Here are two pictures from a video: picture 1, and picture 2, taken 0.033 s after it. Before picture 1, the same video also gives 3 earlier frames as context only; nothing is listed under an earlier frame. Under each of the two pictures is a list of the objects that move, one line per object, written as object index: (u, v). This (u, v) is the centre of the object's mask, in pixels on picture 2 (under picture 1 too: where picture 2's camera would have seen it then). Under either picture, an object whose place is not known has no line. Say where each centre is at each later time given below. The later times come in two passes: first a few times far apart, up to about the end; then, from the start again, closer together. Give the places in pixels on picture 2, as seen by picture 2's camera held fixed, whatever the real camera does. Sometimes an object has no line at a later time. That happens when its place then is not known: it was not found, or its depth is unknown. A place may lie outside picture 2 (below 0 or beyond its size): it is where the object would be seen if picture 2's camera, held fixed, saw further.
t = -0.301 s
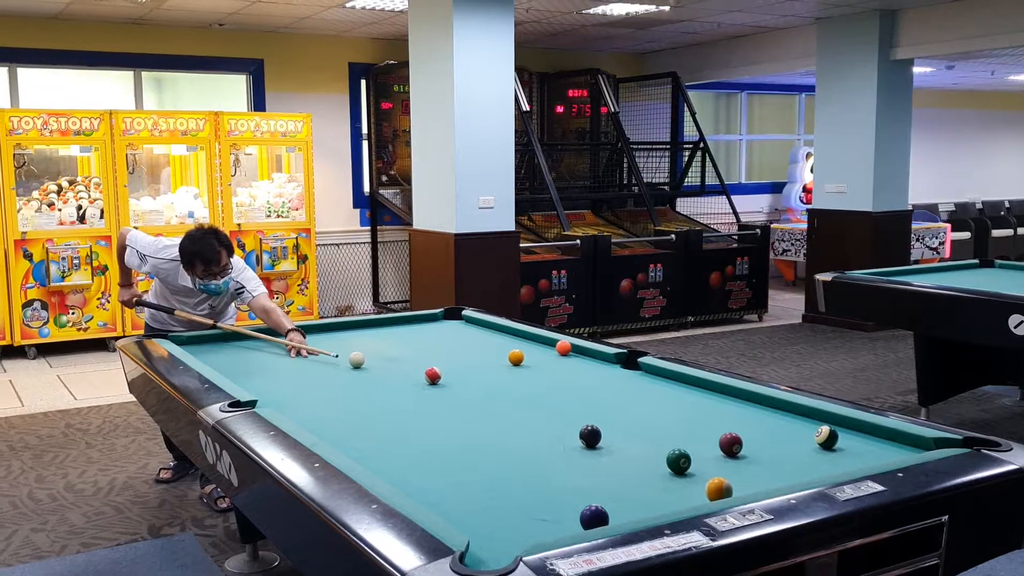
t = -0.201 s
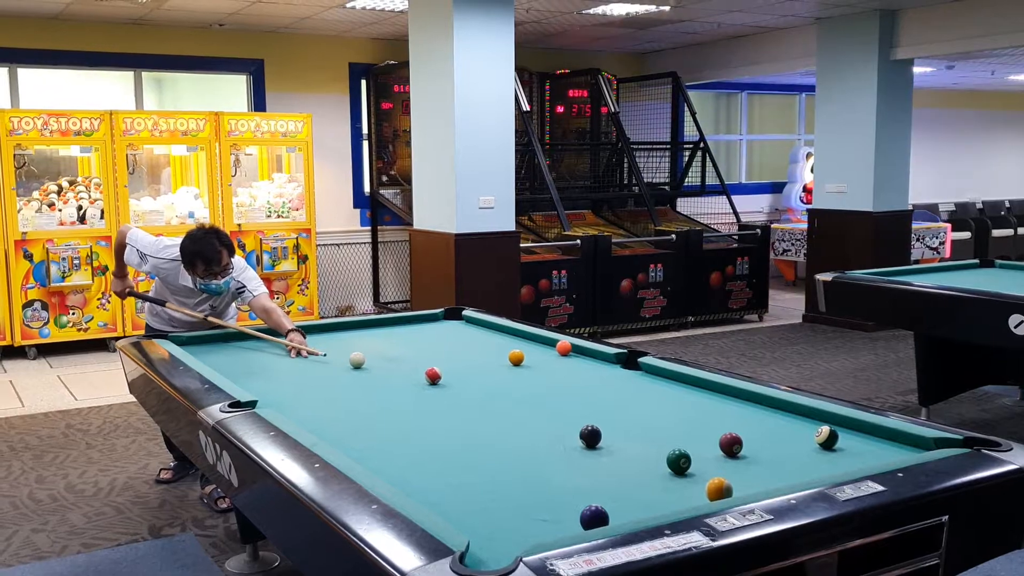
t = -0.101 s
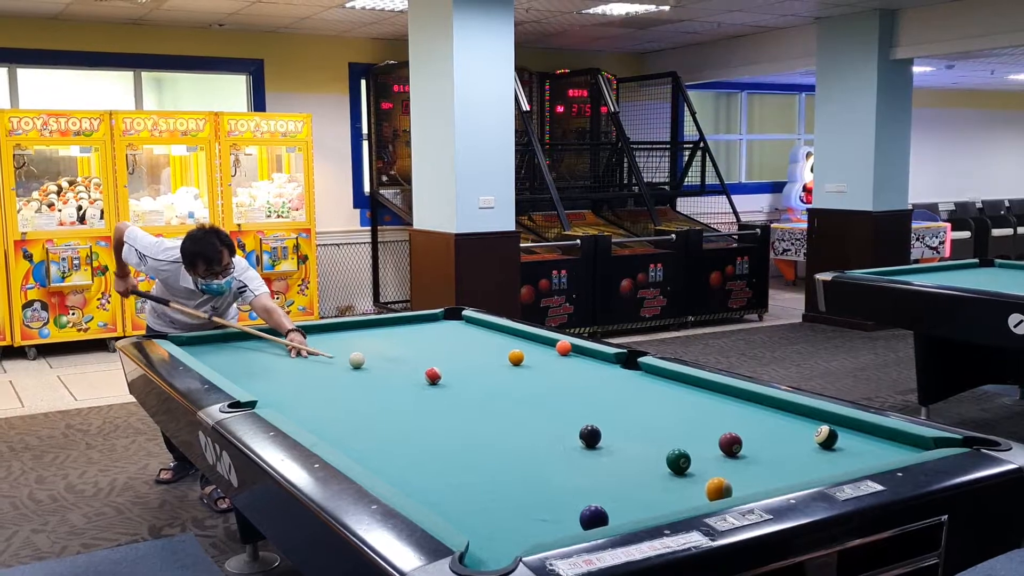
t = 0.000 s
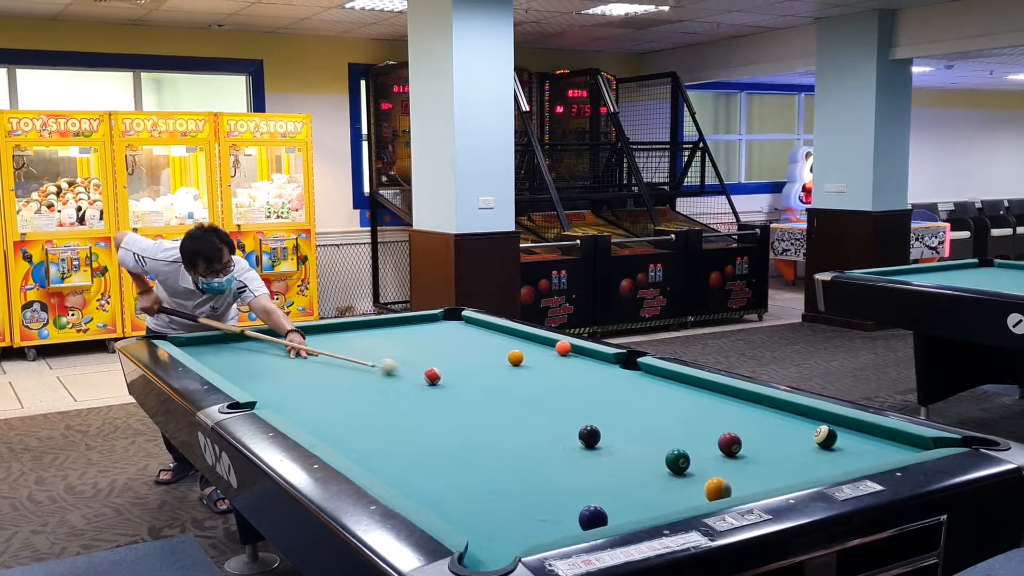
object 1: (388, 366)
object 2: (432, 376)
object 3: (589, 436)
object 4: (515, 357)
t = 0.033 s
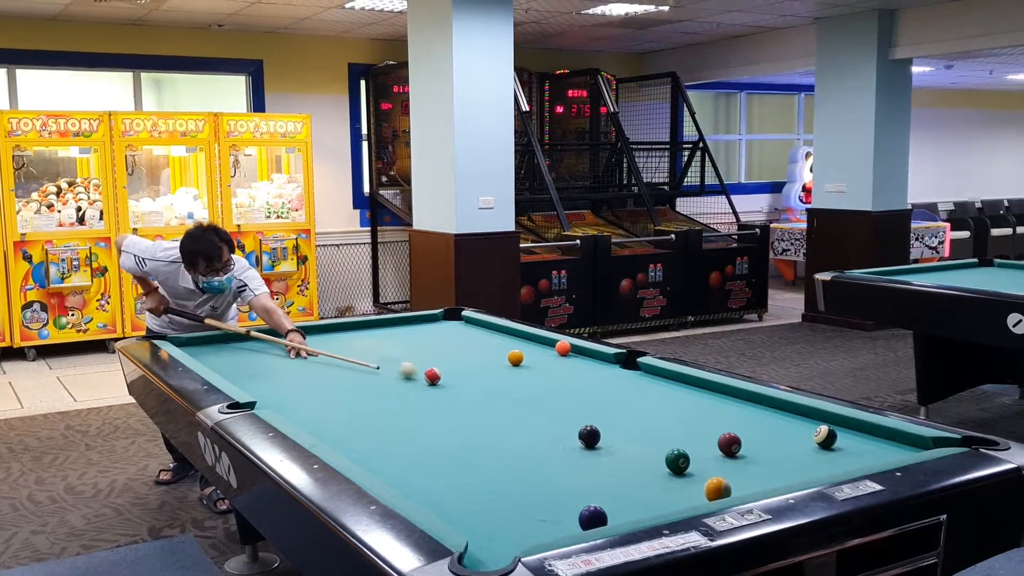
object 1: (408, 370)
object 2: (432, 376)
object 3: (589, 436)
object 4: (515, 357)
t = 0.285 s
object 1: (447, 369)
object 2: (520, 405)
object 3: (589, 436)
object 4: (516, 357)
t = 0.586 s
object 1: (472, 364)
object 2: (667, 441)
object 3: (579, 443)
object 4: (516, 357)
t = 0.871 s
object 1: (494, 361)
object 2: (827, 467)
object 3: (557, 460)
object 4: (516, 357)
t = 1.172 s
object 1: (502, 358)
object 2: (777, 442)
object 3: (531, 478)
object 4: (525, 356)
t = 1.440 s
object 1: (503, 356)
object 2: (739, 421)
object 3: (507, 495)
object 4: (537, 356)
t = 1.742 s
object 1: (505, 355)
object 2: (704, 401)
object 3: (479, 514)
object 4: (548, 355)
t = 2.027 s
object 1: (506, 355)
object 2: (676, 385)
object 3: (466, 526)
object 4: (557, 354)
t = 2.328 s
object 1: (508, 354)
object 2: (653, 371)
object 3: (493, 529)
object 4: (564, 353)
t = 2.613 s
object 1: (508, 354)
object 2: (620, 364)
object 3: (515, 529)
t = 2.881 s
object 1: (508, 354)
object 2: (591, 359)
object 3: (532, 528)
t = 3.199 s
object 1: (508, 354)
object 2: (561, 355)
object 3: (547, 526)
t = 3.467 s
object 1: (508, 354)
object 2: (539, 354)
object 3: (555, 525)
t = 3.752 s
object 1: (505, 354)
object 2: (520, 353)
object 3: (560, 524)
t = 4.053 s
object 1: (497, 354)
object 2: (514, 351)
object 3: (561, 524)
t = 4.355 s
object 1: (492, 355)
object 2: (508, 349)
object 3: (561, 524)
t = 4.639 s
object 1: (490, 355)
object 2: (505, 348)
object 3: (561, 524)
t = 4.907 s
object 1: (490, 355)
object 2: (504, 348)
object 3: (561, 524)
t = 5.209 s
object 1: (490, 355)
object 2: (504, 348)
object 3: (562, 524)
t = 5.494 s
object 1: (491, 355)
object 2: (504, 348)
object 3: (562, 524)
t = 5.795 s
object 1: (492, 355)
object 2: (505, 348)
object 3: (562, 524)
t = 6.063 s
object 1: (491, 355)
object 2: (505, 348)
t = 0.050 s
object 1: (417, 372)
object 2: (433, 376)
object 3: (589, 436)
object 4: (516, 357)
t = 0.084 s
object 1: (426, 373)
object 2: (442, 379)
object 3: (589, 436)
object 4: (516, 357)
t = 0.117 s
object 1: (431, 372)
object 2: (455, 384)
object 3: (589, 436)
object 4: (515, 357)
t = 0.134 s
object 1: (432, 372)
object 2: (462, 386)
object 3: (589, 436)
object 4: (516, 357)
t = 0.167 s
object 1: (436, 371)
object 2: (475, 390)
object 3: (589, 436)
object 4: (516, 357)
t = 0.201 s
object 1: (439, 371)
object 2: (488, 394)
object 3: (589, 436)
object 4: (516, 357)
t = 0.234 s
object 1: (442, 370)
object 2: (501, 399)
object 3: (589, 436)
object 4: (516, 357)
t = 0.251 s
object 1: (444, 370)
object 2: (507, 401)
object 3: (589, 436)
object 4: (516, 357)
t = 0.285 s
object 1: (447, 369)
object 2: (520, 405)
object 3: (589, 436)
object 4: (516, 357)
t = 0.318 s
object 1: (450, 369)
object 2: (533, 409)
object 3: (589, 436)
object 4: (516, 357)
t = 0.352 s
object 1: (453, 368)
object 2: (547, 414)
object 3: (589, 436)
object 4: (516, 357)
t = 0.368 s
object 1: (454, 368)
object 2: (554, 416)
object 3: (589, 436)
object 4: (516, 357)
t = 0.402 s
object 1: (457, 367)
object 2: (568, 421)
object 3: (589, 436)
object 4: (516, 357)
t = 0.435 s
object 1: (460, 367)
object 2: (582, 422)
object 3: (589, 436)
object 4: (516, 357)
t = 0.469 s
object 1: (463, 366)
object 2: (602, 429)
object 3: (589, 436)
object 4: (516, 357)
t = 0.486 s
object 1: (464, 366)
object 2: (608, 432)
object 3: (587, 437)
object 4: (516, 357)
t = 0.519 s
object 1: (467, 365)
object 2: (628, 436)
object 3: (584, 439)
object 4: (516, 357)
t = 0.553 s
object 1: (470, 365)
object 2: (648, 439)
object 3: (582, 441)
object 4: (516, 357)
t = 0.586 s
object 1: (472, 364)
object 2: (667, 441)
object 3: (579, 443)
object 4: (516, 357)
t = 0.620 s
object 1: (475, 364)
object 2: (689, 447)
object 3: (576, 445)
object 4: (516, 357)
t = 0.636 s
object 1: (476, 364)
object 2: (699, 449)
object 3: (575, 446)
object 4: (516, 357)
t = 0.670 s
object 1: (479, 363)
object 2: (721, 453)
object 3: (573, 448)
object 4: (516, 357)
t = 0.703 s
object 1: (482, 363)
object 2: (740, 456)
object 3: (570, 450)
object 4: (516, 357)
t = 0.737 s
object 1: (484, 362)
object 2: (764, 462)
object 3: (567, 452)
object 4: (516, 357)
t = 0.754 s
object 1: (485, 362)
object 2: (775, 463)
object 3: (566, 453)
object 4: (516, 357)
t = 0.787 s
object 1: (488, 361)
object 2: (798, 468)
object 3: (563, 454)
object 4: (516, 357)
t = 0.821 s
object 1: (490, 361)
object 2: (822, 468)
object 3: (561, 457)
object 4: (516, 357)
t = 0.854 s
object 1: (493, 361)
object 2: (831, 467)
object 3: (558, 458)
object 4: (516, 357)
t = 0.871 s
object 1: (494, 361)
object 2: (827, 467)
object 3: (557, 460)
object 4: (516, 357)
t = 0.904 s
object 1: (496, 360)
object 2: (822, 465)
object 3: (554, 462)
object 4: (516, 357)
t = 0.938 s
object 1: (499, 359)
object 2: (816, 463)
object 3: (551, 464)
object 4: (516, 357)
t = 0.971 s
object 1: (501, 359)
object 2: (810, 460)
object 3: (548, 465)
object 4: (516, 357)
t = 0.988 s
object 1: (501, 359)
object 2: (807, 459)
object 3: (547, 466)
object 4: (517, 357)
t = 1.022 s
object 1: (501, 359)
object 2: (801, 456)
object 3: (544, 469)
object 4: (518, 357)
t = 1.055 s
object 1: (502, 358)
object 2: (795, 452)
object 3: (541, 471)
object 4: (520, 357)
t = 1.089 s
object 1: (502, 358)
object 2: (790, 449)
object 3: (538, 473)
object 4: (522, 357)
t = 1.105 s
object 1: (502, 358)
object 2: (787, 448)
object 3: (537, 474)
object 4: (522, 357)
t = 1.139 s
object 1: (502, 358)
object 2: (782, 444)
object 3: (534, 476)
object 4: (524, 356)
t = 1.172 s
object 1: (502, 358)
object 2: (777, 442)
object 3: (531, 478)
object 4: (525, 356)
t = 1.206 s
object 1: (503, 358)
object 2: (771, 439)
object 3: (528, 480)
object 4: (527, 356)
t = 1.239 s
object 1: (503, 357)
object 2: (767, 436)
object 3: (525, 482)
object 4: (528, 356)
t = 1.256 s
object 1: (503, 357)
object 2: (764, 435)
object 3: (524, 483)
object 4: (529, 356)
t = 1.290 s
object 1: (503, 357)
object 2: (759, 432)
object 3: (521, 485)
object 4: (531, 356)
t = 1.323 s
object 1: (503, 357)
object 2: (755, 429)
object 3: (518, 487)
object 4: (532, 356)
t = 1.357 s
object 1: (503, 357)
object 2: (750, 427)
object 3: (515, 489)
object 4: (534, 356)
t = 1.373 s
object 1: (503, 357)
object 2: (748, 426)
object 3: (513, 490)
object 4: (534, 356)
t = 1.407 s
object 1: (503, 356)
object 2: (743, 423)
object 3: (510, 492)
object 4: (536, 356)
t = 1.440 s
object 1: (503, 356)
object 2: (739, 421)
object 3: (507, 495)
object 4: (537, 356)
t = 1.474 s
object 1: (504, 356)
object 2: (734, 418)
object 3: (504, 496)
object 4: (538, 355)
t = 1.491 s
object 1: (504, 356)
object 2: (732, 417)
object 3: (503, 497)
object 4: (539, 355)
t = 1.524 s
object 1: (504, 356)
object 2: (728, 415)
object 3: (499, 500)
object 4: (540, 355)
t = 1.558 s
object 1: (504, 356)
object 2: (725, 413)
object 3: (496, 502)
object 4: (541, 355)
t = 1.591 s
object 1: (504, 356)
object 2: (720, 410)
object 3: (493, 504)
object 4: (543, 355)
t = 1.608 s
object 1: (505, 356)
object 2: (718, 409)
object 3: (492, 505)
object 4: (544, 355)
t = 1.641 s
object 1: (505, 356)
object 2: (715, 407)
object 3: (488, 508)
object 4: (545, 355)
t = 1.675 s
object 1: (505, 355)
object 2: (711, 405)
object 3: (485, 510)
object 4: (546, 355)
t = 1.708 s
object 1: (505, 355)
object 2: (707, 403)
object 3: (482, 512)
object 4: (547, 355)
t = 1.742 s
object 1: (505, 355)
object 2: (704, 401)
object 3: (479, 514)
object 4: (548, 355)
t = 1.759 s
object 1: (505, 355)
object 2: (702, 400)
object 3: (477, 515)
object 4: (549, 354)
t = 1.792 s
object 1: (505, 355)
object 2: (699, 398)
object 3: (474, 518)
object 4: (550, 355)
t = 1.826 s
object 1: (506, 355)
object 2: (695, 396)
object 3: (471, 520)
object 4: (551, 355)
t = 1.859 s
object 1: (506, 355)
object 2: (692, 394)
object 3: (468, 522)
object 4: (552, 354)
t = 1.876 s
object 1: (506, 355)
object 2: (691, 393)
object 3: (466, 522)
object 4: (553, 354)
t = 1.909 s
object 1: (506, 355)
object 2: (687, 391)
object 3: (464, 523)
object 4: (554, 354)
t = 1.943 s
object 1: (506, 355)
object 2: (684, 389)
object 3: (462, 524)
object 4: (555, 354)
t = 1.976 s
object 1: (506, 355)
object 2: (681, 388)
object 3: (461, 524)
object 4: (556, 354)
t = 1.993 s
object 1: (506, 355)
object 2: (680, 387)
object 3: (463, 525)
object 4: (556, 354)
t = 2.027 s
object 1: (506, 355)
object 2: (676, 385)
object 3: (466, 526)
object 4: (557, 354)
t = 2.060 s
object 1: (506, 354)
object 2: (674, 383)
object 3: (469, 526)
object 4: (558, 354)
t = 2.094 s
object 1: (507, 354)
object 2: (671, 382)
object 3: (472, 527)
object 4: (559, 354)
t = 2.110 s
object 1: (507, 354)
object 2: (669, 381)
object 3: (473, 528)
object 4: (559, 354)
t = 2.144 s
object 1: (507, 354)
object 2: (666, 379)
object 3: (476, 528)
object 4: (560, 354)
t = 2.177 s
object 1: (507, 354)
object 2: (664, 378)
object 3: (479, 529)
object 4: (561, 354)
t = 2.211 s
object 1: (507, 354)
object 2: (661, 376)
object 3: (482, 529)
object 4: (562, 354)
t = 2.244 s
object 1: (507, 354)
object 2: (659, 375)
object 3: (485, 529)
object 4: (563, 353)
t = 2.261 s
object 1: (507, 354)
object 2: (657, 374)
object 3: (487, 529)
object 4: (563, 354)
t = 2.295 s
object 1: (508, 354)
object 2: (655, 373)
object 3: (490, 529)
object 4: (563, 353)
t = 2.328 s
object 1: (508, 354)
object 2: (653, 371)
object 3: (493, 529)
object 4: (564, 353)
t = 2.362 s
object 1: (508, 354)
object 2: (650, 370)
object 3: (495, 529)
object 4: (565, 353)
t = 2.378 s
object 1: (508, 354)
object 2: (648, 369)
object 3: (497, 529)
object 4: (565, 353)
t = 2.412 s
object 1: (508, 354)
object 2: (643, 369)
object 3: (499, 529)
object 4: (566, 353)
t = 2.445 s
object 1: (508, 354)
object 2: (640, 368)
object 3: (502, 529)
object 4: (566, 353)
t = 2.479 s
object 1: (508, 354)
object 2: (636, 367)
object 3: (505, 529)
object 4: (567, 353)
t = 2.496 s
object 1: (508, 354)
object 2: (634, 367)
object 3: (506, 529)
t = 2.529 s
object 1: (508, 354)
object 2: (630, 366)
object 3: (509, 529)
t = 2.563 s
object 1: (508, 354)
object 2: (626, 365)
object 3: (511, 529)
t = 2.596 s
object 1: (508, 354)
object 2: (622, 365)
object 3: (514, 529)
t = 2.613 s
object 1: (508, 354)
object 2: (620, 364)
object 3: (515, 529)
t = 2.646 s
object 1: (508, 354)
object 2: (616, 364)
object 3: (517, 529)
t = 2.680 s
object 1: (508, 354)
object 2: (612, 363)
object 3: (519, 529)
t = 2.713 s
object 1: (508, 354)
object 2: (609, 362)
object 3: (522, 529)
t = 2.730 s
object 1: (508, 354)
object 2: (607, 362)
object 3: (523, 529)
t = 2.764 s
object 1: (508, 354)
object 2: (603, 361)
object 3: (525, 528)
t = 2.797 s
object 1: (508, 354)
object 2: (600, 361)
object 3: (527, 528)
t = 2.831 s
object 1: (508, 354)
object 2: (596, 360)
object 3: (529, 528)
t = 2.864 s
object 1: (508, 354)
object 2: (593, 359)
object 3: (531, 528)
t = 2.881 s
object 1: (508, 354)
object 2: (591, 359)
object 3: (532, 528)
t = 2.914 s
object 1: (508, 354)
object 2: (588, 359)
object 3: (534, 527)
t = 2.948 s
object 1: (508, 354)
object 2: (584, 358)
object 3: (535, 527)
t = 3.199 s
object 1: (508, 354)
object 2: (561, 355)
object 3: (547, 526)
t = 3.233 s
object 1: (508, 354)
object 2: (558, 355)
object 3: (548, 526)
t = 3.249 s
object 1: (508, 354)
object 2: (556, 355)
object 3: (549, 526)
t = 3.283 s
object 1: (508, 354)
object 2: (553, 356)
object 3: (550, 526)
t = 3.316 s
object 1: (508, 354)
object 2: (551, 355)
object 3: (551, 526)
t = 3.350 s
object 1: (508, 354)
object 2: (548, 355)
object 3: (552, 526)
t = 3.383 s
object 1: (508, 354)
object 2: (545, 354)
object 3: (553, 526)
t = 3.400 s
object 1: (508, 354)
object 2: (544, 354)
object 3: (553, 526)
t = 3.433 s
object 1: (508, 354)
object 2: (541, 354)
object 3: (554, 525)
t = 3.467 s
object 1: (508, 354)
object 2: (539, 354)
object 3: (555, 525)
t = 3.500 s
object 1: (508, 354)
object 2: (536, 354)
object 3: (556, 525)
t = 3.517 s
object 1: (508, 354)
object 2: (535, 354)
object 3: (556, 525)
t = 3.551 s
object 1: (508, 354)
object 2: (532, 353)
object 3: (557, 525)
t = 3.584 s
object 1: (508, 354)
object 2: (529, 353)
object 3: (558, 525)
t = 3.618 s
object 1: (507, 354)
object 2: (527, 353)
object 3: (558, 525)
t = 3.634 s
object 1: (508, 354)
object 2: (526, 353)
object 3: (559, 525)
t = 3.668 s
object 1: (507, 354)
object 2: (523, 353)
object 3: (559, 525)
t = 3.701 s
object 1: (507, 354)
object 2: (522, 353)
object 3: (560, 525)
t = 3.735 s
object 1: (505, 354)
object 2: (521, 353)
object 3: (560, 524)
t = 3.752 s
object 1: (505, 354)
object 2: (520, 353)
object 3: (560, 524)
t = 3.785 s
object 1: (504, 354)
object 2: (520, 352)
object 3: (561, 524)
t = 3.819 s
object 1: (503, 354)
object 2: (519, 352)
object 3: (561, 524)
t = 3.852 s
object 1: (502, 354)
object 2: (518, 352)
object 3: (561, 524)
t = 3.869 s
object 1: (502, 354)
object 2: (518, 352)
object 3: (561, 524)
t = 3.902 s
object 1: (501, 354)
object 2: (517, 352)
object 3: (562, 524)
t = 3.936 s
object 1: (500, 354)
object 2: (516, 351)
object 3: (562, 524)
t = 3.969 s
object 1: (499, 354)
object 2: (515, 351)
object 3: (562, 524)
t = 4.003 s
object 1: (498, 354)
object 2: (515, 351)
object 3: (562, 524)
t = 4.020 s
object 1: (498, 354)
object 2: (514, 351)
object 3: (562, 524)
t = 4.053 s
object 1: (497, 354)
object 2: (514, 351)
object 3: (561, 524)
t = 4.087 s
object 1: (496, 354)
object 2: (513, 351)
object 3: (561, 524)
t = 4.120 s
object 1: (496, 354)
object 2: (512, 350)
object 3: (561, 524)
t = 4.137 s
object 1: (495, 354)
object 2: (512, 350)
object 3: (561, 524)
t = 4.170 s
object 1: (494, 354)
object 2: (511, 350)
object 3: (561, 524)
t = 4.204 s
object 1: (494, 355)
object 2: (511, 350)
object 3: (561, 524)
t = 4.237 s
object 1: (493, 355)
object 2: (510, 350)
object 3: (561, 524)
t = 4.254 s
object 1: (493, 355)
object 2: (510, 350)
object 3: (561, 524)
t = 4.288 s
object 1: (492, 355)
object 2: (510, 350)
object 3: (561, 524)
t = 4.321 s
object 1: (492, 355)
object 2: (509, 350)
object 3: (561, 524)
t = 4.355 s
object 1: (492, 355)
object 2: (508, 349)
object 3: (561, 524)
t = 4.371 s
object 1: (492, 355)
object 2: (508, 349)
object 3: (561, 524)
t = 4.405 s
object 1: (491, 355)
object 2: (508, 349)
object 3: (561, 524)
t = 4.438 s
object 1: (491, 355)
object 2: (507, 349)
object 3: (561, 524)
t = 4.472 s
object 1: (491, 355)
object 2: (507, 349)
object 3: (561, 524)
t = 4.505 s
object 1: (490, 355)
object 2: (507, 349)
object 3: (561, 524)
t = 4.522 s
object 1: (490, 355)
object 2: (506, 349)
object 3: (561, 524)
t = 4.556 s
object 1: (490, 355)
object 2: (506, 349)
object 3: (561, 524)
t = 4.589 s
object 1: (490, 355)
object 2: (506, 349)
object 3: (561, 524)
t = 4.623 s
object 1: (490, 355)
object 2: (505, 348)
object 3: (561, 524)
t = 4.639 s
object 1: (490, 355)
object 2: (505, 348)
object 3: (561, 524)
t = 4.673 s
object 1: (490, 355)
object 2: (505, 348)
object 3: (561, 524)
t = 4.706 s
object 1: (490, 355)
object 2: (505, 348)
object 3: (561, 524)
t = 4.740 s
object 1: (489, 355)
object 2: (505, 348)
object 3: (561, 524)
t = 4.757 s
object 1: (489, 355)
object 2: (505, 348)
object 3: (561, 524)
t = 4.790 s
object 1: (490, 355)
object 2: (504, 348)
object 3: (561, 524)
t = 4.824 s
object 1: (490, 355)
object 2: (504, 348)
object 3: (561, 524)
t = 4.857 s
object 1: (490, 355)
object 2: (504, 348)
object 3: (561, 524)
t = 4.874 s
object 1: (490, 355)
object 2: (504, 348)
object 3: (561, 524)
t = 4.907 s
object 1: (490, 355)
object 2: (504, 348)
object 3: (561, 524)
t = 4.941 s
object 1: (490, 355)
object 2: (504, 348)
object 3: (561, 524)
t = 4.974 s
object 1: (490, 355)
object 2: (504, 348)
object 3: (561, 524)
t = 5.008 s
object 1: (490, 355)
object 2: (504, 348)
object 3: (561, 524)
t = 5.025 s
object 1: (490, 355)
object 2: (504, 348)
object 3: (561, 524)
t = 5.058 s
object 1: (490, 355)
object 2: (504, 348)
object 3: (561, 524)
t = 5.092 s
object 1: (490, 355)
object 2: (504, 348)
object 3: (561, 524)
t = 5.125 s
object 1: (490, 355)
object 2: (504, 348)
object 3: (561, 524)
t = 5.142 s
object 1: (490, 355)
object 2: (504, 348)
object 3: (562, 524)
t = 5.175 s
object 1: (490, 355)
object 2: (504, 348)
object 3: (562, 524)
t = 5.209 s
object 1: (490, 355)
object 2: (504, 348)
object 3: (562, 524)
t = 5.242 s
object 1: (490, 355)
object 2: (504, 348)
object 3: (562, 524)
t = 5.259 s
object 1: (490, 355)
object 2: (504, 348)
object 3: (561, 524)
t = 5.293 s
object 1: (490, 355)
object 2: (504, 348)
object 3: (562, 524)
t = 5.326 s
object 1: (490, 355)
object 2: (504, 348)
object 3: (561, 524)
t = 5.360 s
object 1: (490, 355)
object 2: (504, 348)
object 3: (561, 524)
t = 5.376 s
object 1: (490, 355)
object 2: (504, 348)
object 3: (561, 524)
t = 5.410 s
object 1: (490, 355)
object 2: (504, 348)
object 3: (561, 524)
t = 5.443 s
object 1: (490, 355)
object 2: (504, 348)
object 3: (561, 524)
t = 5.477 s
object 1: (491, 355)
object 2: (504, 348)
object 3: (562, 524)
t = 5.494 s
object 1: (491, 355)
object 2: (504, 348)
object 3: (562, 524)
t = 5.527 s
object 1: (491, 355)
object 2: (505, 348)
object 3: (562, 524)
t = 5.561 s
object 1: (491, 355)
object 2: (505, 348)
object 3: (562, 524)
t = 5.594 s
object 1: (491, 355)
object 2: (505, 348)
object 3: (562, 524)
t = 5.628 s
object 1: (491, 355)
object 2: (505, 348)
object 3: (562, 524)
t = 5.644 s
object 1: (491, 355)
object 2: (505, 348)
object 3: (562, 524)
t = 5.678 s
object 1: (491, 355)
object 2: (505, 348)
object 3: (562, 524)
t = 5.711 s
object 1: (491, 355)
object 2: (505, 348)
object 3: (562, 524)
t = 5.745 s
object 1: (491, 355)
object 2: (505, 348)
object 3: (562, 524)
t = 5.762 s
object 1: (491, 355)
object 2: (505, 348)
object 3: (562, 524)
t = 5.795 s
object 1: (492, 355)
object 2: (505, 348)
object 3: (562, 524)
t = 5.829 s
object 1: (491, 355)
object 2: (505, 348)
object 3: (562, 524)
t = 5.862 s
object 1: (491, 355)
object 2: (505, 348)
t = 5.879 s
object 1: (491, 355)
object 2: (505, 348)
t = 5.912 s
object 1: (491, 355)
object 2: (505, 348)
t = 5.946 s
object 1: (491, 355)
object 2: (505, 348)
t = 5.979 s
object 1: (491, 355)
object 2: (505, 348)
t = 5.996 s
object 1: (491, 355)
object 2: (505, 348)
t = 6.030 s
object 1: (491, 355)
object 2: (505, 348)
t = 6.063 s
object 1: (491, 355)
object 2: (505, 348)
